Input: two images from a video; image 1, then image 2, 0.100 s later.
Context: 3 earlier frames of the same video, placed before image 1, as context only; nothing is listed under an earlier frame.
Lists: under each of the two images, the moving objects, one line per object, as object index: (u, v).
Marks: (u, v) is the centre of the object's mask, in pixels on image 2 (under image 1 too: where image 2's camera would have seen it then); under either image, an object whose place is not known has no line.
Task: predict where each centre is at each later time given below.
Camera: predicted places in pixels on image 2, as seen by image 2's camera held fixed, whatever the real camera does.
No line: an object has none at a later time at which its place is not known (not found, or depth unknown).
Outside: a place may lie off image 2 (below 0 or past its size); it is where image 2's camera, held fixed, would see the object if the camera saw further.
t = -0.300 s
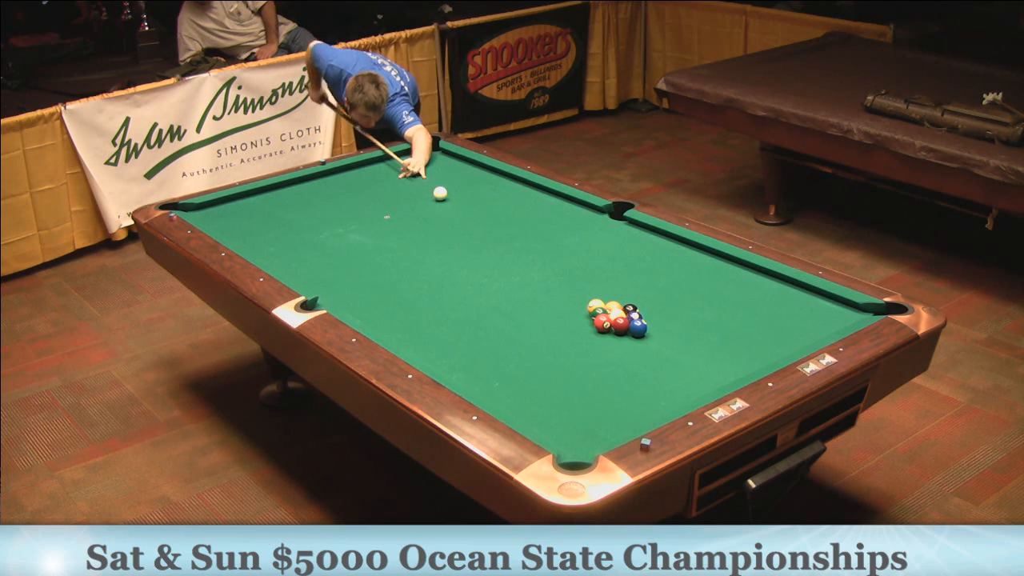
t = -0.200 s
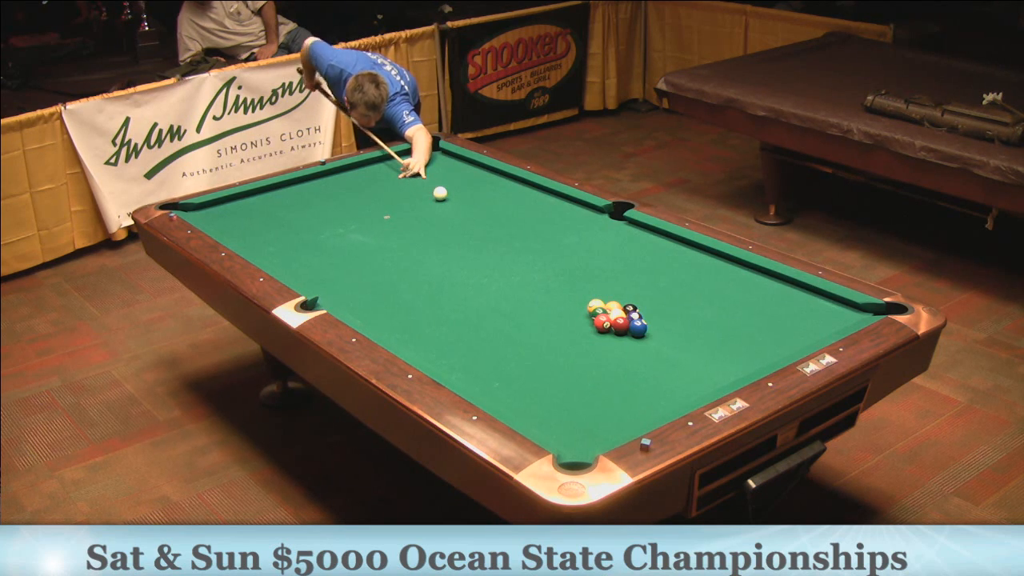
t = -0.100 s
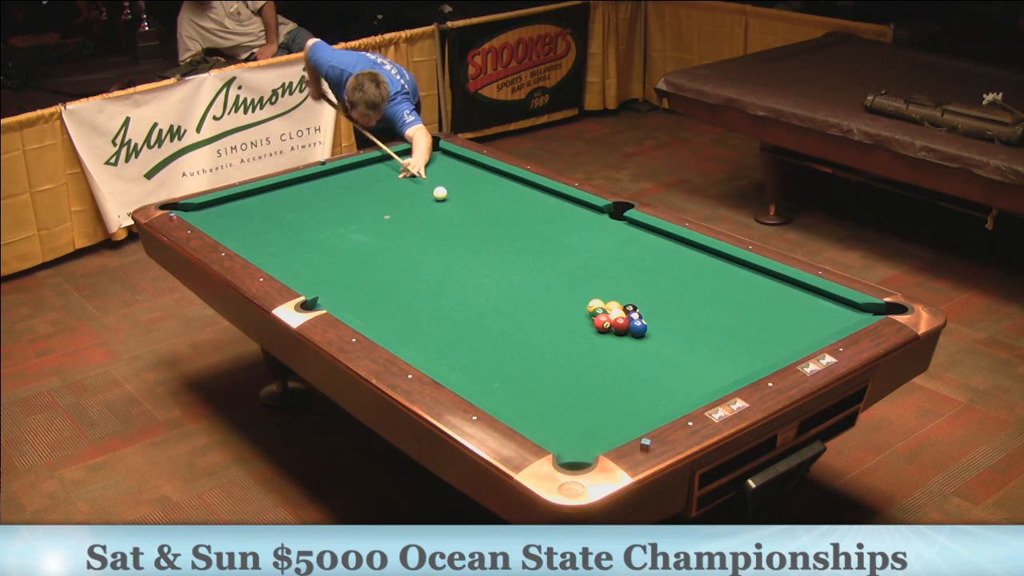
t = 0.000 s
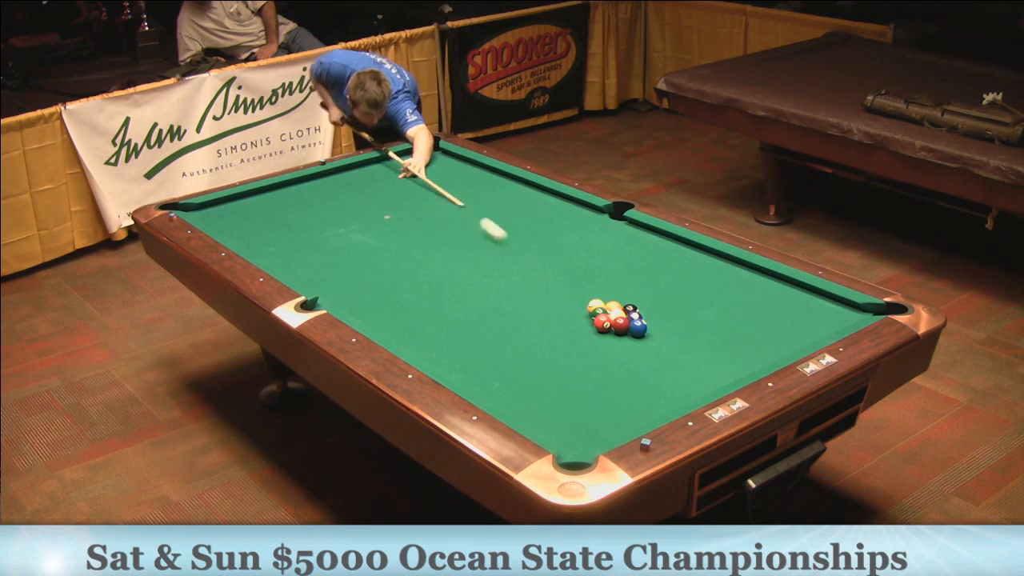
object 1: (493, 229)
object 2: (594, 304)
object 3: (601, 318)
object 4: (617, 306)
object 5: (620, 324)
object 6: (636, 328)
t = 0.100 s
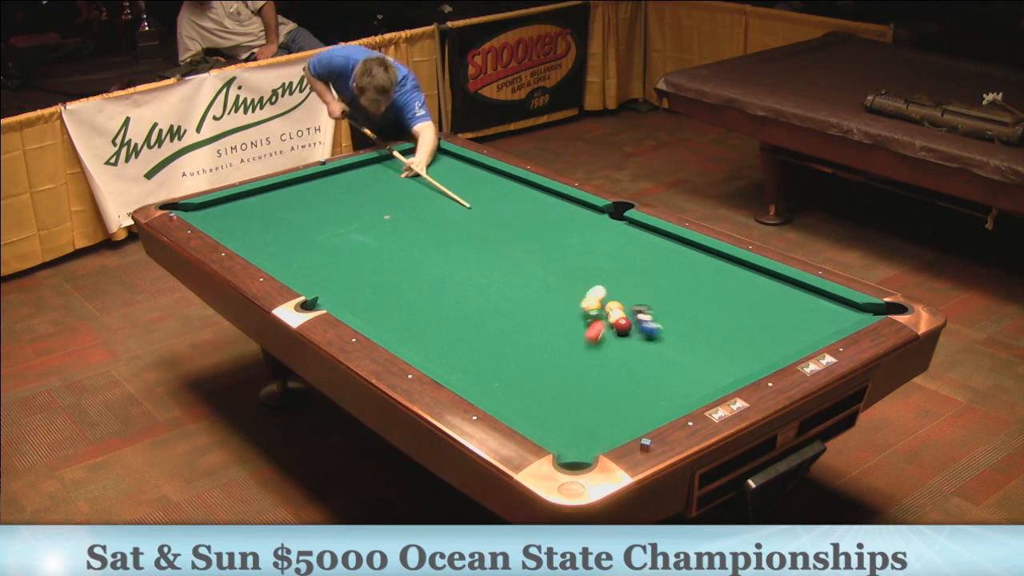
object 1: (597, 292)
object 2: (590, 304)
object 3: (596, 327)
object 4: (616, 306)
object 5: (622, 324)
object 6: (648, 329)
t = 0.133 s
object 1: (608, 284)
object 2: (577, 304)
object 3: (577, 354)
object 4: (615, 306)
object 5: (626, 325)
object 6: (673, 334)
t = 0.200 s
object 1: (633, 276)
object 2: (552, 306)
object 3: (537, 408)
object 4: (618, 307)
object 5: (632, 328)
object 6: (724, 345)
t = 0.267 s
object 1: (657, 272)
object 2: (529, 305)
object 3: (586, 407)
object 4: (620, 306)
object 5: (638, 330)
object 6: (769, 354)
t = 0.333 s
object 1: (680, 265)
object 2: (506, 304)
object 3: (648, 393)
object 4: (622, 305)
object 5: (645, 332)
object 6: (764, 348)
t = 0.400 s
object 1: (702, 258)
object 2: (484, 303)
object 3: (704, 381)
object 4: (624, 304)
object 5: (651, 334)
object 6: (747, 348)
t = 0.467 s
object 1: (711, 255)
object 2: (462, 302)
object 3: (743, 366)
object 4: (626, 302)
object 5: (657, 337)
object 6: (734, 346)
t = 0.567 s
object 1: (687, 259)
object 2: (429, 300)
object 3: (773, 341)
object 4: (629, 301)
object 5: (666, 339)
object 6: (713, 343)
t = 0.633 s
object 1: (673, 261)
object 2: (408, 299)
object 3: (792, 325)
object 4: (631, 300)
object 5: (672, 341)
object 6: (701, 342)
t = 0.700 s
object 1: (660, 264)
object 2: (387, 298)
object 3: (809, 309)
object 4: (633, 298)
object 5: (671, 342)
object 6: (695, 340)
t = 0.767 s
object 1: (647, 265)
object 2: (367, 297)
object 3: (796, 294)
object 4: (635, 298)
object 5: (665, 346)
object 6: (694, 338)
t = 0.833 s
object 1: (634, 267)
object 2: (346, 295)
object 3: (783, 279)
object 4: (636, 297)
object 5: (660, 348)
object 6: (693, 336)
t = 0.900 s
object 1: (621, 269)
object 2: (327, 294)
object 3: (759, 272)
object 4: (638, 296)
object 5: (654, 351)
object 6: (691, 334)
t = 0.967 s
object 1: (608, 271)
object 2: (325, 289)
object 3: (730, 268)
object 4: (639, 295)
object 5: (649, 354)
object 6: (690, 332)
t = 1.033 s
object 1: (595, 273)
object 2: (326, 283)
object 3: (702, 263)
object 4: (641, 294)
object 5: (644, 356)
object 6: (689, 330)
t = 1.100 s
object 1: (582, 275)
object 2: (327, 277)
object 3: (676, 259)
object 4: (643, 293)
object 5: (638, 358)
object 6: (688, 328)
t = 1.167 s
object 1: (569, 277)
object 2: (328, 271)
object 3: (650, 254)
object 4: (644, 292)
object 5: (633, 361)
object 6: (687, 326)
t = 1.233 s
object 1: (556, 279)
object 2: (329, 266)
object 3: (624, 249)
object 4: (645, 292)
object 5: (628, 363)
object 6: (686, 324)
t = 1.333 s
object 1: (536, 282)
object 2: (331, 258)
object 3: (588, 243)
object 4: (647, 291)
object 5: (620, 366)
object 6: (684, 322)
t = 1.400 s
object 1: (523, 284)
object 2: (332, 252)
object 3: (564, 238)
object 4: (648, 290)
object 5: (618, 369)
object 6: (683, 320)
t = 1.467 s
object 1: (515, 284)
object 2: (333, 247)
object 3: (541, 234)
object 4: (650, 289)
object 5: (616, 371)
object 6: (682, 319)
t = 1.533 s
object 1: (518, 280)
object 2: (334, 243)
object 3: (518, 230)
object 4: (650, 289)
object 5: (615, 373)
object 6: (681, 317)
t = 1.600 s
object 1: (517, 277)
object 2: (334, 238)
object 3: (496, 226)
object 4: (651, 289)
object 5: (613, 376)
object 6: (680, 315)
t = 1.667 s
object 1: (516, 275)
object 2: (335, 233)
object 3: (475, 223)
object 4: (652, 288)
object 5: (611, 377)
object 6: (680, 314)
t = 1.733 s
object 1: (515, 272)
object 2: (336, 229)
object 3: (454, 219)
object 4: (653, 288)
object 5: (610, 380)
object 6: (679, 313)
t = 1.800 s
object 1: (514, 269)
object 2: (337, 224)
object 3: (433, 215)
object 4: (653, 287)
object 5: (608, 382)
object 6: (678, 311)
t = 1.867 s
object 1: (514, 267)
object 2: (338, 220)
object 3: (414, 212)
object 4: (654, 287)
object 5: (607, 384)
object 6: (677, 311)
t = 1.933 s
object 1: (513, 264)
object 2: (338, 216)
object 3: (395, 208)
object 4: (654, 286)
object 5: (605, 386)
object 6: (676, 309)
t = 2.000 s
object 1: (512, 262)
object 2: (339, 212)
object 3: (376, 205)
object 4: (655, 286)
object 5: (603, 388)
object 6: (676, 308)
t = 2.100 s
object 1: (511, 258)
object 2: (340, 206)
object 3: (350, 199)
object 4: (656, 286)
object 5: (602, 390)
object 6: (675, 307)
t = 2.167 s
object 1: (510, 256)
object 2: (337, 205)
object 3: (334, 193)
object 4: (656, 286)
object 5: (600, 392)
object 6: (675, 306)
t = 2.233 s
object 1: (509, 253)
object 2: (335, 202)
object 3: (321, 190)
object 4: (657, 285)
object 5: (599, 394)
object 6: (674, 305)
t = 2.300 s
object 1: (509, 251)
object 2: (332, 201)
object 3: (308, 186)
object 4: (657, 285)
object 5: (598, 396)
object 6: (674, 304)
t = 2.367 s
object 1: (508, 249)
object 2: (329, 199)
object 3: (295, 182)
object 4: (657, 285)
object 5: (596, 397)
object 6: (673, 303)
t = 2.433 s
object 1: (507, 247)
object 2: (327, 197)
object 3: (291, 184)
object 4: (657, 285)
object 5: (595, 399)
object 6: (673, 302)
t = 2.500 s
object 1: (507, 245)
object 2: (325, 195)
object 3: (291, 189)
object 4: (657, 285)
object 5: (594, 401)
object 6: (673, 301)
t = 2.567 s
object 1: (506, 244)
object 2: (322, 194)
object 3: (290, 194)
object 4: (657, 285)
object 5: (593, 402)
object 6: (672, 301)
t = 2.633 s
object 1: (506, 242)
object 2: (320, 192)
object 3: (289, 199)
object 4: (657, 284)
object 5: (592, 404)
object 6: (672, 300)
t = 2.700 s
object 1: (505, 240)
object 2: (317, 190)
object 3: (288, 205)
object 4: (657, 284)
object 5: (591, 406)
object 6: (672, 300)
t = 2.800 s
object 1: (505, 237)
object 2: (314, 188)
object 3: (286, 213)
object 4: (657, 284)
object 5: (589, 408)
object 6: (672, 299)
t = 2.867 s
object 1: (504, 236)
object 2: (312, 186)
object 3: (285, 218)
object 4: (657, 284)
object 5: (589, 409)
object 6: (671, 299)
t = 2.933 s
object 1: (504, 234)
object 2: (310, 185)
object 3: (284, 224)
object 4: (657, 284)
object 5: (588, 410)
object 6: (671, 298)
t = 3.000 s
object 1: (503, 232)
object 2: (308, 184)
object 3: (283, 230)
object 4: (657, 284)
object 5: (587, 410)
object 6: (671, 298)
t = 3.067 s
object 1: (503, 231)
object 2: (306, 182)
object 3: (282, 236)
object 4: (657, 284)
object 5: (586, 411)
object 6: (671, 298)
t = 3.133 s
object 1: (502, 229)
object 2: (304, 181)
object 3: (281, 242)
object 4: (657, 284)
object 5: (585, 412)
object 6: (671, 297)
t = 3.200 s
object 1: (502, 228)
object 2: (302, 180)
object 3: (280, 248)
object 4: (657, 284)
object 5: (585, 413)
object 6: (671, 297)
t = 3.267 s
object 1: (502, 226)
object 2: (305, 180)
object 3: (278, 254)
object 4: (657, 284)
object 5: (584, 413)
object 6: (671, 297)
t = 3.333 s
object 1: (501, 225)
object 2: (309, 180)
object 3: (278, 260)
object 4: (657, 284)
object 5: (583, 414)
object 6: (671, 297)
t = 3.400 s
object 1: (501, 223)
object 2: (312, 180)
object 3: (280, 264)
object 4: (657, 284)
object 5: (583, 414)
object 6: (671, 297)
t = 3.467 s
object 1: (501, 222)
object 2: (315, 180)
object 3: (289, 266)
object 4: (657, 284)
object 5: (582, 415)
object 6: (671, 297)
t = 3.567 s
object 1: (500, 220)
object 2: (319, 181)
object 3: (303, 269)
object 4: (657, 285)
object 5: (581, 415)
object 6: (671, 297)
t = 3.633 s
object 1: (500, 219)
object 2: (322, 181)
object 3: (312, 271)
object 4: (657, 285)
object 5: (581, 416)
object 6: (671, 297)
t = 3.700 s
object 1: (500, 218)
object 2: (325, 182)
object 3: (322, 273)
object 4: (657, 285)
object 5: (581, 416)
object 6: (671, 297)
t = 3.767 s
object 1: (499, 217)
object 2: (328, 182)
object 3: (331, 274)
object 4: (657, 285)
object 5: (580, 416)
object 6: (671, 297)
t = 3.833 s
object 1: (499, 216)
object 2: (330, 182)
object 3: (340, 276)
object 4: (657, 285)
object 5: (580, 416)
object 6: (671, 297)
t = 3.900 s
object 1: (499, 215)
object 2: (333, 183)
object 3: (349, 277)
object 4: (657, 285)
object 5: (580, 416)
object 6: (671, 297)
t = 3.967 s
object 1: (499, 214)
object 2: (336, 183)
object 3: (358, 279)
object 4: (657, 285)
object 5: (580, 416)
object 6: (671, 297)
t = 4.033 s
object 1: (498, 213)
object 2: (338, 183)
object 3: (368, 281)
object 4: (657, 285)
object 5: (580, 416)
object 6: (671, 297)
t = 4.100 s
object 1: (498, 212)
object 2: (341, 183)
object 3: (377, 282)
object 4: (657, 285)
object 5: (580, 416)
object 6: (671, 297)
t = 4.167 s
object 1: (498, 211)
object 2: (343, 184)
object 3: (386, 284)
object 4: (657, 285)
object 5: (580, 416)
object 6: (671, 297)
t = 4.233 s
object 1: (498, 210)
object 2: (345, 184)
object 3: (395, 286)
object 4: (657, 285)
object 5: (580, 416)
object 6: (671, 297)
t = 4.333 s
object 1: (497, 209)
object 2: (348, 184)
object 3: (409, 288)
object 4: (657, 285)
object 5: (580, 416)
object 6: (671, 297)
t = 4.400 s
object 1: (497, 208)
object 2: (351, 185)
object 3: (418, 290)
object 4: (657, 285)
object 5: (580, 416)
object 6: (671, 297)
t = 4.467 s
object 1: (497, 208)
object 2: (353, 185)
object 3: (426, 291)
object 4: (657, 285)
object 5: (580, 416)
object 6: (671, 297)
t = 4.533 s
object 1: (497, 207)
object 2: (355, 185)
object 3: (436, 293)
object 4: (657, 284)
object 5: (580, 416)
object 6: (671, 297)
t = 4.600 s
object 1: (497, 207)
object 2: (357, 186)
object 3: (445, 295)
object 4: (657, 285)
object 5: (580, 416)
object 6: (671, 297)
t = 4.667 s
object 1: (497, 206)
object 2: (358, 186)
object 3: (453, 296)
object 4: (657, 285)
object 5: (580, 416)
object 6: (671, 297)
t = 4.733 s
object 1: (496, 205)
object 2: (360, 186)
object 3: (462, 298)
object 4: (657, 285)
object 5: (580, 416)
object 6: (671, 297)
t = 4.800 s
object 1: (496, 205)
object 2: (362, 186)
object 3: (471, 299)
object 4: (657, 285)
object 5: (580, 416)
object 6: (671, 297)
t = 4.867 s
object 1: (496, 204)
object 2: (363, 186)
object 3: (480, 300)
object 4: (657, 285)
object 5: (580, 416)
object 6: (671, 297)
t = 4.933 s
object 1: (496, 204)
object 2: (365, 186)
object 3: (489, 302)
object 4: (657, 285)
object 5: (580, 416)
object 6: (671, 297)
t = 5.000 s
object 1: (496, 203)
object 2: (367, 187)
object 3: (497, 301)
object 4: (657, 285)
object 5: (580, 416)
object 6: (671, 297)
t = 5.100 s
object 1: (496, 203)
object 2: (369, 187)
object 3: (511, 305)
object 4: (657, 285)
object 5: (580, 416)
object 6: (671, 297)
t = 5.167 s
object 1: (496, 202)
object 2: (370, 187)
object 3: (519, 307)
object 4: (657, 285)
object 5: (580, 416)
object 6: (671, 297)
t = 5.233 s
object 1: (496, 202)
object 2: (371, 187)
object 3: (528, 308)
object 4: (657, 285)
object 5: (580, 416)
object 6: (671, 297)
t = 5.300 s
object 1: (495, 202)
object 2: (372, 187)
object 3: (536, 309)
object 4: (657, 285)
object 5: (580, 416)
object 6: (671, 297)
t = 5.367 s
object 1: (495, 201)
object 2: (373, 187)
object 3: (545, 311)
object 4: (657, 285)
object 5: (580, 416)
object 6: (671, 297)
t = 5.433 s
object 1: (495, 201)
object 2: (374, 187)
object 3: (553, 312)
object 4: (657, 284)
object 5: (580, 416)
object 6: (671, 297)
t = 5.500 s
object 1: (495, 201)
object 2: (375, 187)
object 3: (561, 313)
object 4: (657, 284)
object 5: (580, 416)
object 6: (671, 297)
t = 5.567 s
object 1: (495, 201)
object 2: (376, 187)
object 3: (569, 314)
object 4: (657, 284)
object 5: (580, 416)
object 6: (671, 297)
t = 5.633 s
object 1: (495, 201)
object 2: (377, 187)
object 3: (577, 316)
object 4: (657, 285)
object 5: (580, 416)
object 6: (671, 297)
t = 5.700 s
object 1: (495, 201)
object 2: (377, 187)
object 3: (584, 316)
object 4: (657, 285)
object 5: (580, 416)
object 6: (671, 297)
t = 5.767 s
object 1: (495, 201)
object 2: (378, 188)
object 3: (593, 319)
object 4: (657, 285)
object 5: (580, 416)
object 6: (671, 297)
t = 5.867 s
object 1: (494, 200)
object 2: (378, 188)
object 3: (605, 320)
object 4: (657, 285)
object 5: (580, 416)
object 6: (671, 297)
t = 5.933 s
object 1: (494, 200)
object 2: (379, 188)
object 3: (613, 321)
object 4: (657, 285)
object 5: (580, 416)
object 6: (671, 297)
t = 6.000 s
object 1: (494, 200)
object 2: (379, 188)
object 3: (621, 322)
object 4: (657, 285)
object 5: (580, 416)
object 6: (671, 297)
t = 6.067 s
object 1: (494, 200)
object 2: (379, 188)
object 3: (628, 324)
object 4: (657, 285)
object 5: (580, 416)
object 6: (671, 297)
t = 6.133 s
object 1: (494, 200)
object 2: (380, 188)
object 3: (635, 325)
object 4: (657, 285)
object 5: (580, 416)
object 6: (671, 297)
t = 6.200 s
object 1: (494, 200)
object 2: (380, 188)
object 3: (643, 327)
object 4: (657, 285)
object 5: (580, 416)
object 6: (671, 297)
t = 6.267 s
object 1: (494, 200)
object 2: (380, 188)
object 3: (651, 328)
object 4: (657, 285)
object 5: (580, 416)
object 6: (671, 297)
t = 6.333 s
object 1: (494, 200)
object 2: (380, 188)
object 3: (658, 329)
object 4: (657, 285)
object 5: (580, 416)
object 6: (671, 297)
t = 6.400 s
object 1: (494, 200)
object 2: (380, 188)
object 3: (665, 331)
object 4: (657, 285)
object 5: (580, 416)
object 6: (671, 297)
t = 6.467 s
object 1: (494, 200)
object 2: (380, 188)
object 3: (672, 333)
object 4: (657, 284)
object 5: (580, 416)
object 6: (671, 297)
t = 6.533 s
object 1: (494, 200)
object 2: (380, 188)
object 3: (679, 334)
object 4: (657, 285)
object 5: (580, 416)
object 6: (671, 297)
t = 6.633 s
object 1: (494, 200)
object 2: (380, 188)
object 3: (689, 336)
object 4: (657, 285)
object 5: (580, 416)
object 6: (671, 297)
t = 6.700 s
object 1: (494, 200)
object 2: (380, 188)
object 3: (696, 338)
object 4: (657, 285)
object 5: (580, 416)
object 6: (671, 297)
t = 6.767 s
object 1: (494, 200)
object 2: (380, 188)
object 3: (703, 338)
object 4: (657, 285)
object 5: (580, 416)
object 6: (671, 297)
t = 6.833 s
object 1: (494, 200)
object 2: (380, 188)
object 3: (709, 340)
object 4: (657, 285)
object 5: (580, 416)
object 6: (671, 297)
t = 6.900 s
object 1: (494, 200)
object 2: (380, 188)
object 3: (715, 340)
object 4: (657, 285)
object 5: (580, 416)
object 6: (671, 297)
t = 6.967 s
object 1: (494, 200)
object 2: (380, 188)
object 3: (722, 341)
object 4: (657, 285)
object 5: (580, 416)
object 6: (671, 297)
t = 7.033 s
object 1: (494, 200)
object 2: (380, 188)
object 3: (728, 342)
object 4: (657, 284)
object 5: (580, 416)
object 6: (671, 297)
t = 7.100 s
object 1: (494, 200)
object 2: (380, 188)
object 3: (734, 343)
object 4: (657, 284)
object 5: (580, 416)
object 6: (671, 297)
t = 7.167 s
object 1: (494, 200)
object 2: (380, 188)
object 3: (740, 344)
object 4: (657, 284)
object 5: (580, 416)
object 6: (671, 297)
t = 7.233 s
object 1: (494, 200)
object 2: (380, 188)
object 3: (746, 346)
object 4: (657, 284)
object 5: (580, 416)
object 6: (671, 297)
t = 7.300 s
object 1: (494, 200)
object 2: (380, 188)
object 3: (751, 346)
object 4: (657, 284)
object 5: (580, 416)
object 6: (671, 297)
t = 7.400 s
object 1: (494, 200)
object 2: (380, 188)
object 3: (760, 347)
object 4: (657, 284)
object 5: (580, 416)
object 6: (671, 297)
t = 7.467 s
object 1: (494, 200)
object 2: (380, 188)
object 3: (765, 348)
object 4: (657, 284)
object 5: (580, 416)
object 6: (671, 297)
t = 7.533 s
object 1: (494, 200)
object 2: (380, 188)
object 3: (770, 349)
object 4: (657, 284)
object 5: (580, 416)
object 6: (671, 297)
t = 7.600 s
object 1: (494, 200)
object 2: (380, 188)
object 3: (775, 349)
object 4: (657, 284)
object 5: (580, 416)
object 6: (671, 297)
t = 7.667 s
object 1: (494, 200)
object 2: (380, 188)
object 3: (780, 349)
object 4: (657, 284)
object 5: (580, 416)
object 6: (671, 297)
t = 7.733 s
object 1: (494, 200)
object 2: (380, 188)
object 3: (784, 349)
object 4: (657, 284)
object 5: (580, 416)
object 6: (671, 297)
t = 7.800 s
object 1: (494, 200)
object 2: (380, 188)
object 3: (783, 348)
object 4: (657, 284)
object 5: (580, 416)
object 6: (671, 297)
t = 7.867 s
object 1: (494, 200)
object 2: (380, 188)
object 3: (782, 348)
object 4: (657, 285)
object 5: (580, 416)
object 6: (671, 297)
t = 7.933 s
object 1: (494, 200)
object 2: (380, 188)
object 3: (780, 347)
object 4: (657, 284)
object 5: (580, 416)
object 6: (671, 297)
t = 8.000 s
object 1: (494, 200)
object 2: (380, 188)
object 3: (779, 346)
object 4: (657, 285)
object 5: (580, 416)
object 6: (671, 297)
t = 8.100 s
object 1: (494, 200)
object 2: (380, 188)
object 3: (778, 345)
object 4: (657, 285)
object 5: (580, 416)
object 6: (671, 297)
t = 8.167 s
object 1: (494, 200)
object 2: (380, 188)
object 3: (776, 344)
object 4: (657, 285)
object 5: (580, 416)
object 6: (671, 297)
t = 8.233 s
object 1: (494, 200)
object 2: (380, 188)
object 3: (775, 343)
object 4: (657, 285)
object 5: (580, 416)
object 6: (671, 297)
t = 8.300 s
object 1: (494, 200)
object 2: (380, 188)
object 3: (774, 342)
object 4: (657, 285)
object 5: (580, 416)
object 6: (671, 297)
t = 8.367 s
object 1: (494, 200)
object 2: (380, 188)
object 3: (773, 341)
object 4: (657, 285)
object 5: (580, 416)
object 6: (671, 297)
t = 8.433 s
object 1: (494, 200)
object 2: (380, 188)
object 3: (772, 340)
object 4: (657, 285)
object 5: (580, 416)
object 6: (671, 297)
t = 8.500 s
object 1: (494, 200)
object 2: (380, 188)
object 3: (772, 339)
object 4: (657, 285)
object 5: (580, 416)
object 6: (671, 297)
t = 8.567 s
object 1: (494, 200)
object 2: (380, 188)
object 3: (771, 338)
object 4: (657, 285)
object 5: (580, 416)
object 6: (671, 297)
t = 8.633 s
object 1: (494, 200)
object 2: (380, 188)
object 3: (770, 338)
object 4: (657, 285)
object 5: (580, 416)
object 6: (671, 297)
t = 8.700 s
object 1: (494, 200)
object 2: (380, 188)
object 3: (769, 337)
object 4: (657, 285)
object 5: (580, 416)
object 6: (671, 297)
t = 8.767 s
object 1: (494, 200)
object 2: (380, 188)
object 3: (769, 336)
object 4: (657, 285)
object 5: (580, 416)
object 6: (671, 297)
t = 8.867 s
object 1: (494, 200)
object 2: (380, 188)
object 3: (768, 334)
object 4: (657, 285)
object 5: (580, 416)
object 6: (671, 297)
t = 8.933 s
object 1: (494, 200)
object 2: (380, 188)
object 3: (768, 334)
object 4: (657, 285)
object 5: (580, 416)
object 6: (671, 297)
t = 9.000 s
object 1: (494, 200)
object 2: (380, 188)
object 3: (767, 333)
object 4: (657, 285)
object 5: (580, 416)
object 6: (671, 297)
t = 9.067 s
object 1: (494, 200)
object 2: (380, 188)
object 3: (767, 332)
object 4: (657, 285)
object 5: (580, 416)
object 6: (671, 297)
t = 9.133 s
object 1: (494, 200)
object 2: (380, 188)
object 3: (767, 332)
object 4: (657, 285)
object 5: (580, 416)
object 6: (671, 297)
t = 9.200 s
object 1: (494, 200)
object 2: (380, 188)
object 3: (767, 331)
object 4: (657, 285)
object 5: (580, 416)
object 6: (671, 297)
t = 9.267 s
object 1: (494, 200)
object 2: (380, 188)
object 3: (767, 330)
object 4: (657, 285)
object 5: (580, 416)
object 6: (671, 297)
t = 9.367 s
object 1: (494, 200)
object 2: (380, 188)
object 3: (766, 330)
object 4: (657, 285)
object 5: (580, 416)
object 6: (671, 297)
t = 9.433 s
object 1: (494, 200)
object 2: (380, 188)
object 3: (766, 329)
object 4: (657, 285)
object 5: (580, 416)
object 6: (671, 297)
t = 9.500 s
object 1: (494, 200)
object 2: (380, 188)
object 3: (766, 329)
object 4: (657, 285)
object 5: (580, 416)
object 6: (671, 297)
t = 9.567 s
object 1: (494, 200)
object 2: (380, 188)
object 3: (766, 329)
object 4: (657, 285)
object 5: (580, 416)
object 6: (671, 297)
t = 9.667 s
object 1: (494, 200)
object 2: (380, 188)
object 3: (766, 329)
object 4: (657, 285)
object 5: (580, 416)
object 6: (671, 297)
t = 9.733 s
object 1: (494, 200)
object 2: (380, 188)
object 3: (766, 329)
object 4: (657, 285)
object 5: (580, 416)
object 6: (671, 297)
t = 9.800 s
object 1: (494, 200)
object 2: (380, 188)
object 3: (766, 329)
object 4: (657, 285)
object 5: (580, 416)
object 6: (671, 297)
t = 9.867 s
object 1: (494, 200)
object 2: (380, 188)
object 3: (766, 329)
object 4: (657, 285)
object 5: (580, 416)
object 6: (671, 297)
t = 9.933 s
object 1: (494, 200)
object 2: (380, 188)
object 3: (766, 328)
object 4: (657, 285)
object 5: (580, 416)
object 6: (671, 297)
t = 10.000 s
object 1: (494, 200)
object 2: (380, 188)
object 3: (766, 328)
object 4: (657, 285)
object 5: (580, 416)
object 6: (671, 297)
